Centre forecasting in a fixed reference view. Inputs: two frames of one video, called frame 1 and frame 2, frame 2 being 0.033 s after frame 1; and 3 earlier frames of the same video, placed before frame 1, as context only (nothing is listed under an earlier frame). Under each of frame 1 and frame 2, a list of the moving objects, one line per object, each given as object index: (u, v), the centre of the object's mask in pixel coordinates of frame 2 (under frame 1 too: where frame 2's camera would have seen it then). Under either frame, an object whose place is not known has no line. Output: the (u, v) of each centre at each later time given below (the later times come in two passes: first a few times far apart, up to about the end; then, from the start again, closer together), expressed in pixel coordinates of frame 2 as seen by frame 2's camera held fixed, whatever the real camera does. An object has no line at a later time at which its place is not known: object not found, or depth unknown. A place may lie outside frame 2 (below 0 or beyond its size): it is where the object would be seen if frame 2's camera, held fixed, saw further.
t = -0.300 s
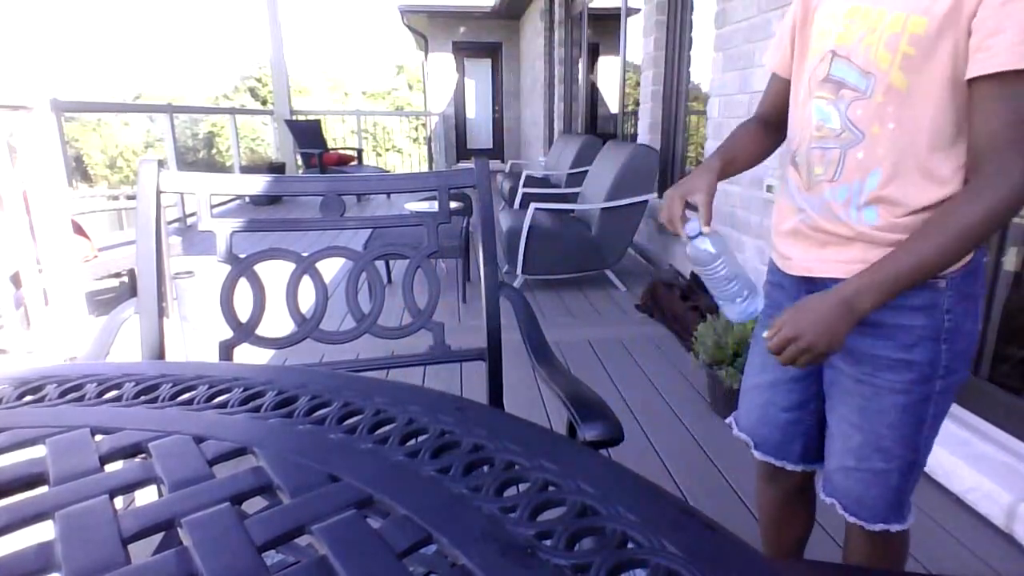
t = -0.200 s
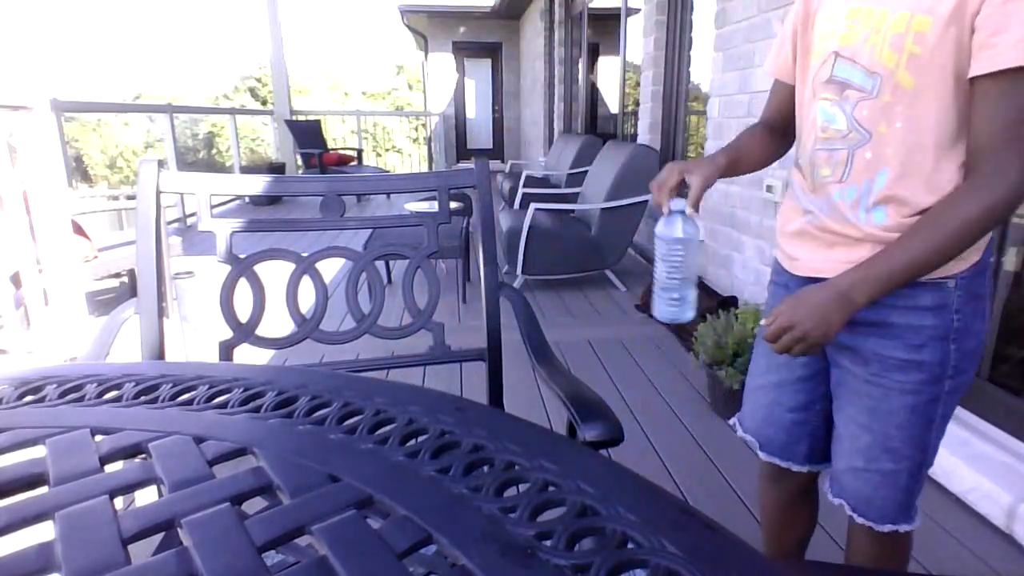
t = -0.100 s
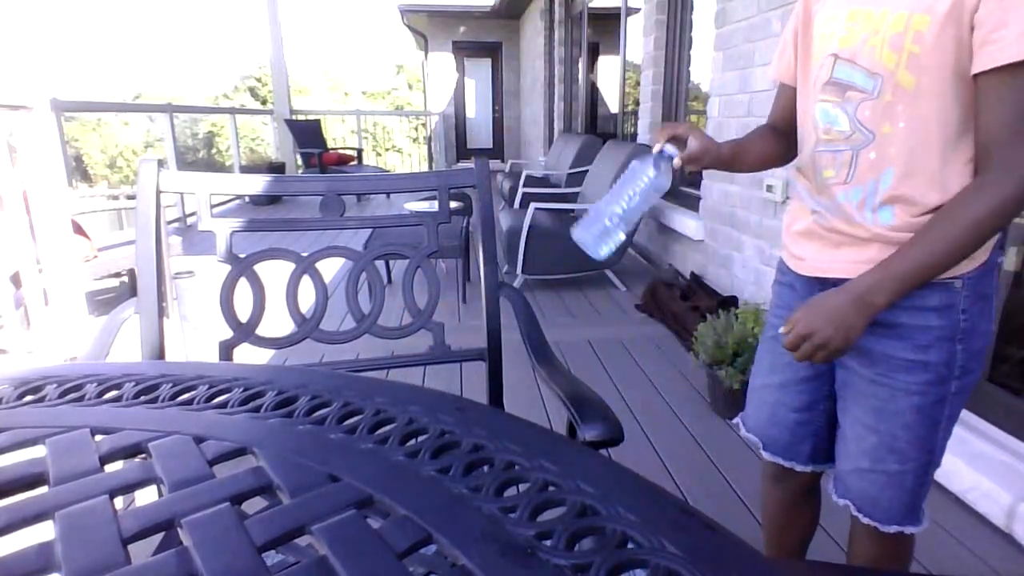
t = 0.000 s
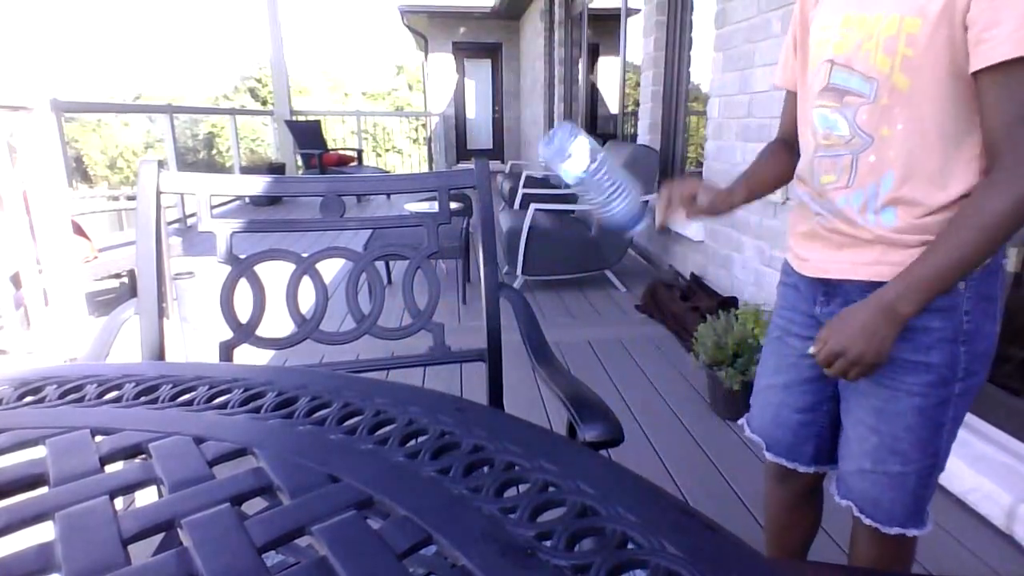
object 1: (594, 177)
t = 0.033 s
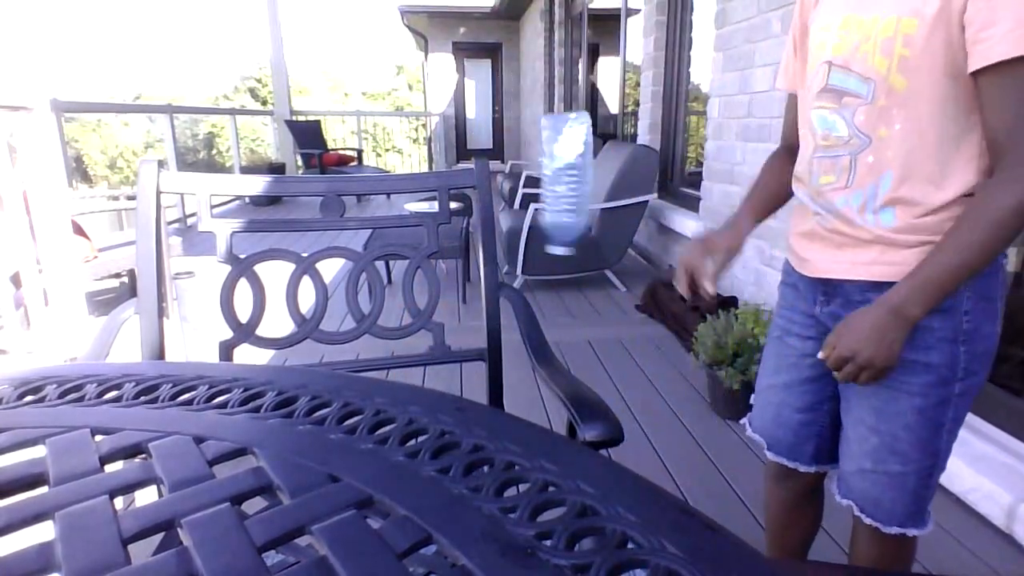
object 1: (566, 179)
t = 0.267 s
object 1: (527, 288)
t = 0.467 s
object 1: (474, 392)
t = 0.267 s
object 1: (527, 288)
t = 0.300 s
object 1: (520, 306)
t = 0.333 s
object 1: (506, 311)
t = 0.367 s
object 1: (489, 321)
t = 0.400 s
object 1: (470, 341)
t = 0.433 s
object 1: (455, 369)
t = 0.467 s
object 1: (474, 392)
